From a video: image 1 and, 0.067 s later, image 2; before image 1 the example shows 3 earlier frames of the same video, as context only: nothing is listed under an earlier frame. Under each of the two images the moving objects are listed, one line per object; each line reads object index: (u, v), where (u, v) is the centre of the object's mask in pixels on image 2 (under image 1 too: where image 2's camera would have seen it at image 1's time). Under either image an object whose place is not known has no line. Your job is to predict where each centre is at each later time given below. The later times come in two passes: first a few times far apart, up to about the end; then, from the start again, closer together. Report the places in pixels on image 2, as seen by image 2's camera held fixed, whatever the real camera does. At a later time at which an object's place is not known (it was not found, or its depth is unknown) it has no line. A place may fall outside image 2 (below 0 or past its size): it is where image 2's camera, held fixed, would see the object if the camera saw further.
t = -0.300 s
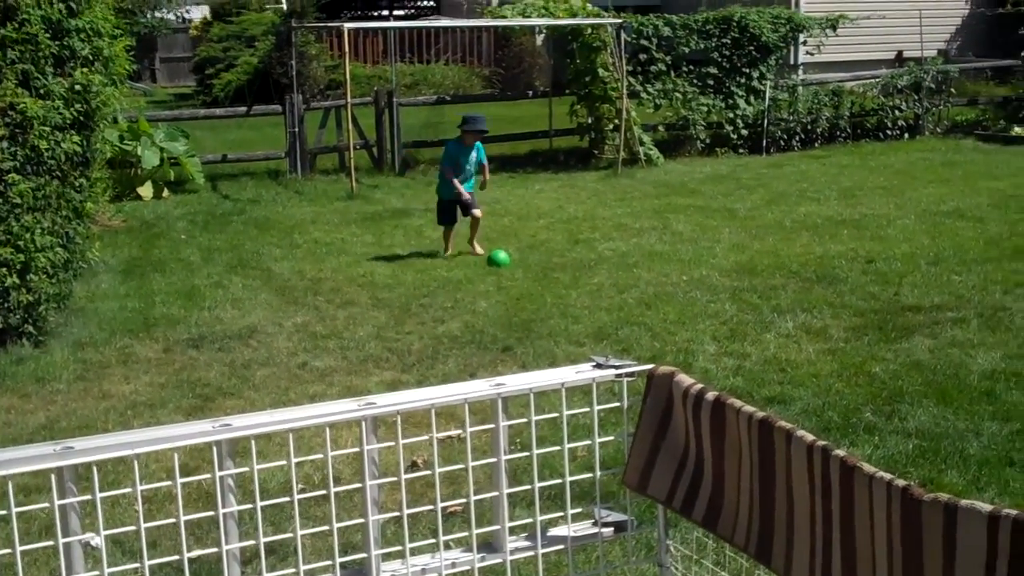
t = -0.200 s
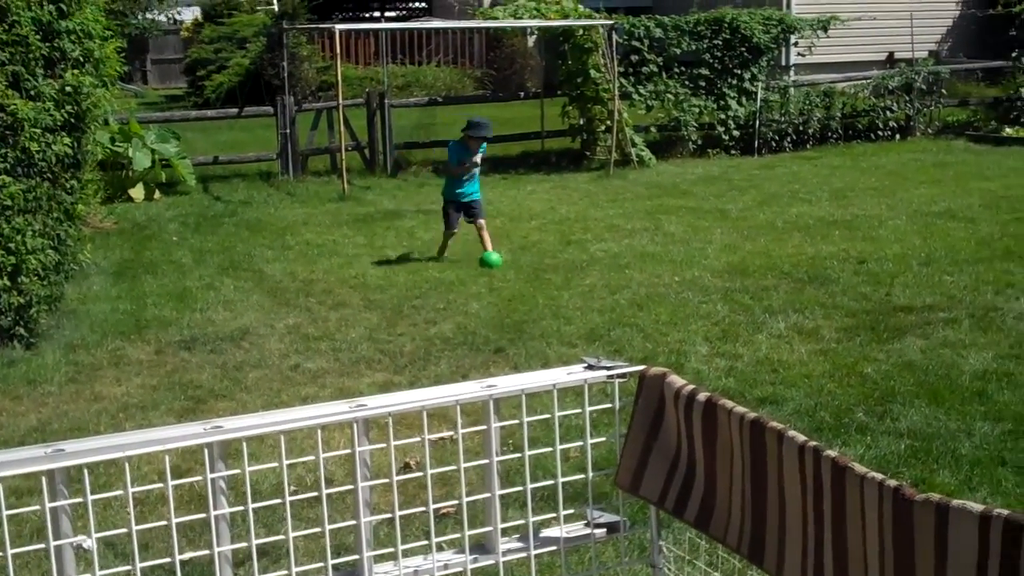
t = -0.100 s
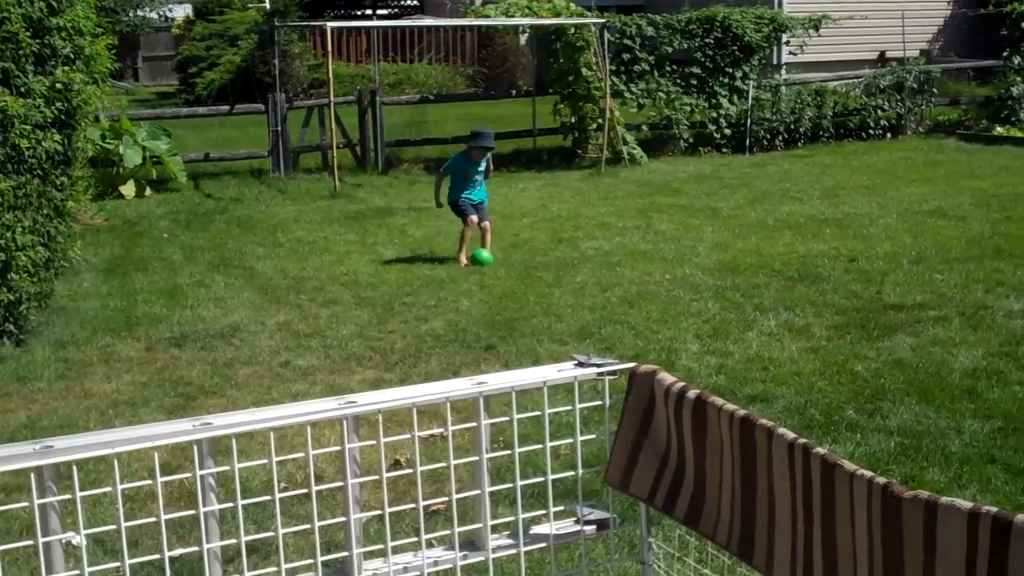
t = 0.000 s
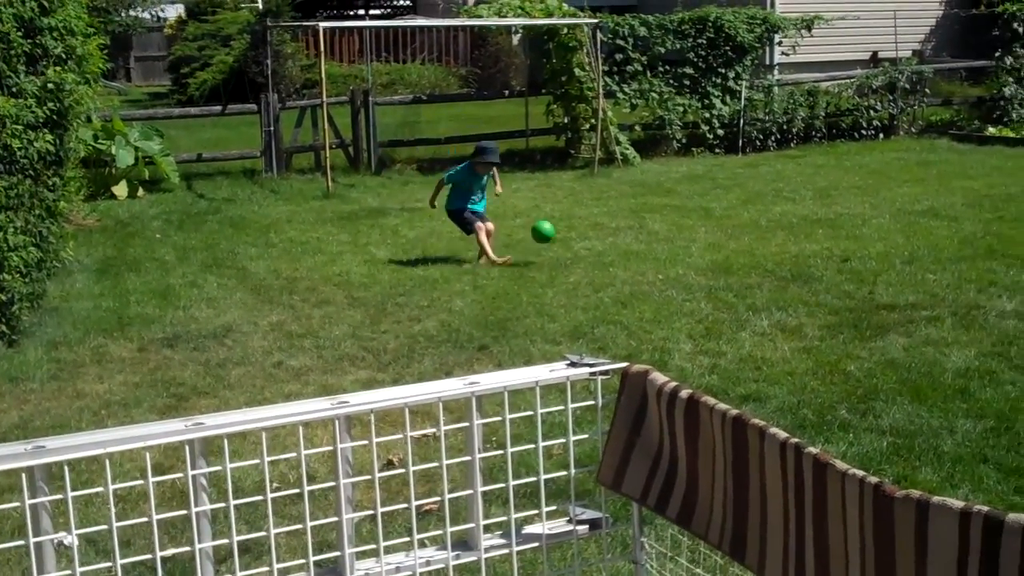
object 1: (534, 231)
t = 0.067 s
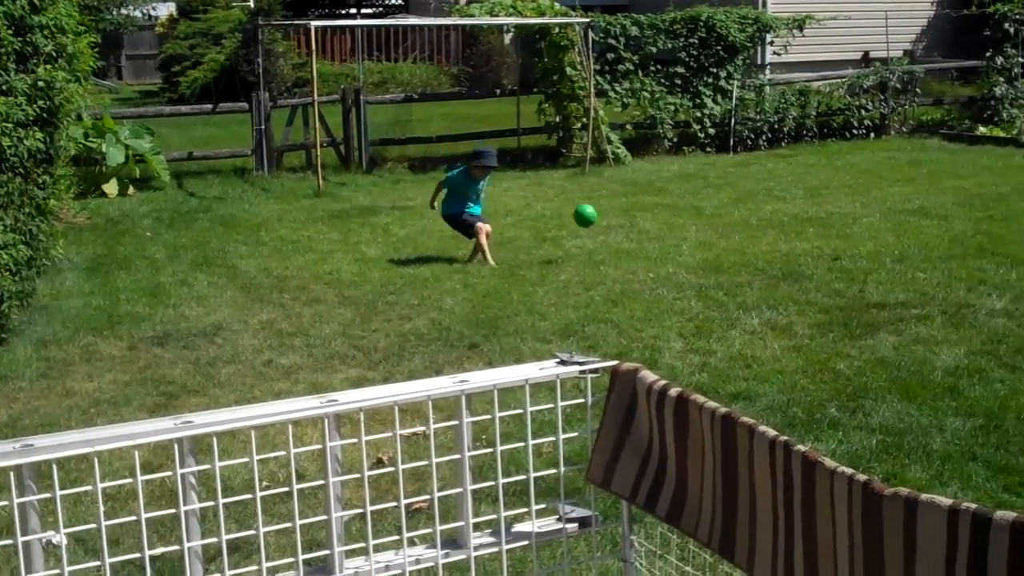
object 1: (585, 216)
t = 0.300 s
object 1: (759, 213)
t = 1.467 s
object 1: (1018, 224)
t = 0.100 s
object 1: (610, 211)
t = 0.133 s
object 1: (635, 206)
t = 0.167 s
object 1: (660, 205)
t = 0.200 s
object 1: (685, 205)
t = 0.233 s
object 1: (709, 205)
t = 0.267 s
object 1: (733, 208)
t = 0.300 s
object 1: (759, 213)
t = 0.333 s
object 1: (783, 218)
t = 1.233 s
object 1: (1005, 225)
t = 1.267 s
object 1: (1007, 226)
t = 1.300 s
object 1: (1010, 225)
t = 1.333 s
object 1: (1012, 224)
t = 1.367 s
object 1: (1014, 223)
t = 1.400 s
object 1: (1015, 224)
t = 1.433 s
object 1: (1017, 223)
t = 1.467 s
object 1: (1018, 224)
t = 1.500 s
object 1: (1020, 224)
